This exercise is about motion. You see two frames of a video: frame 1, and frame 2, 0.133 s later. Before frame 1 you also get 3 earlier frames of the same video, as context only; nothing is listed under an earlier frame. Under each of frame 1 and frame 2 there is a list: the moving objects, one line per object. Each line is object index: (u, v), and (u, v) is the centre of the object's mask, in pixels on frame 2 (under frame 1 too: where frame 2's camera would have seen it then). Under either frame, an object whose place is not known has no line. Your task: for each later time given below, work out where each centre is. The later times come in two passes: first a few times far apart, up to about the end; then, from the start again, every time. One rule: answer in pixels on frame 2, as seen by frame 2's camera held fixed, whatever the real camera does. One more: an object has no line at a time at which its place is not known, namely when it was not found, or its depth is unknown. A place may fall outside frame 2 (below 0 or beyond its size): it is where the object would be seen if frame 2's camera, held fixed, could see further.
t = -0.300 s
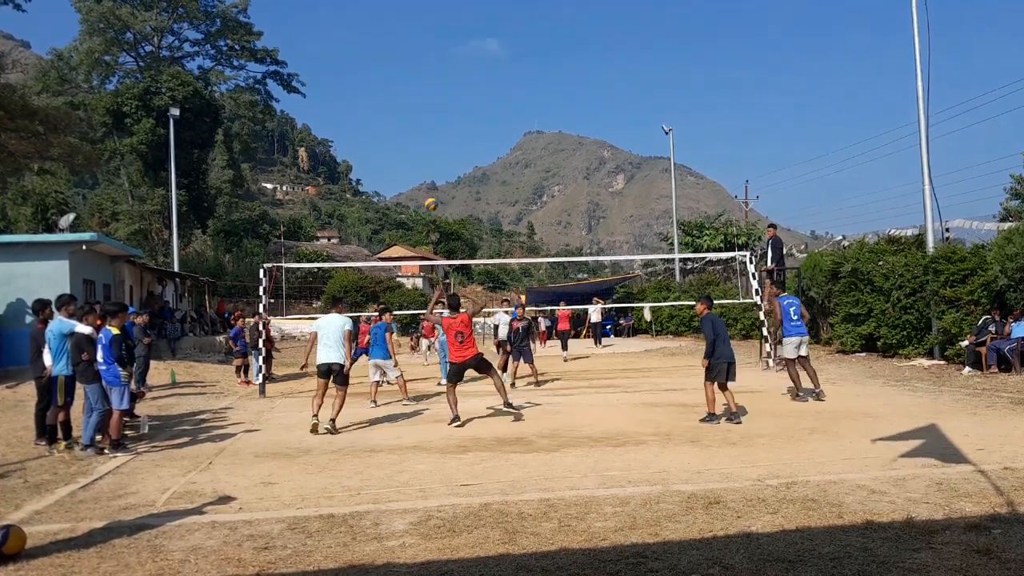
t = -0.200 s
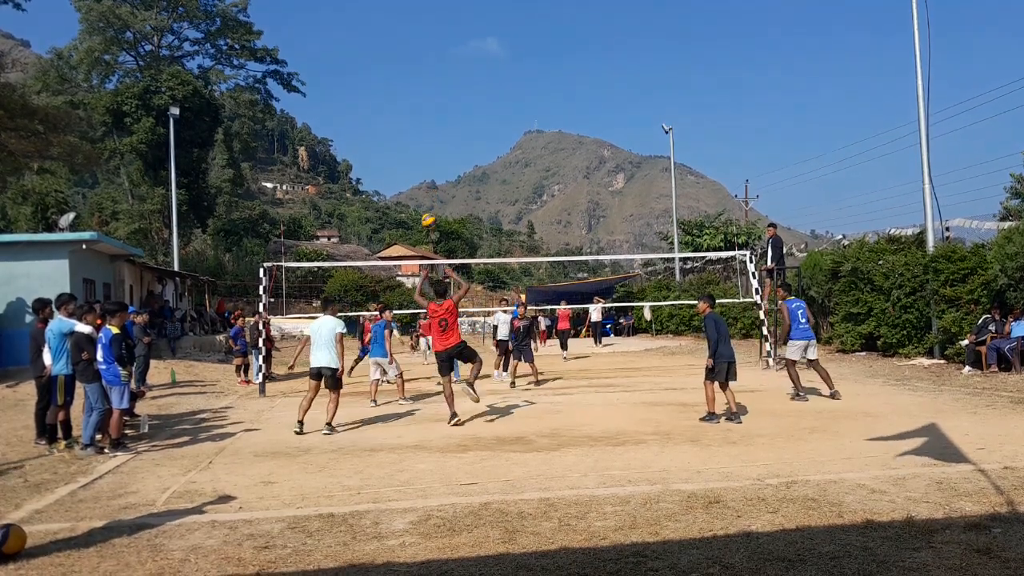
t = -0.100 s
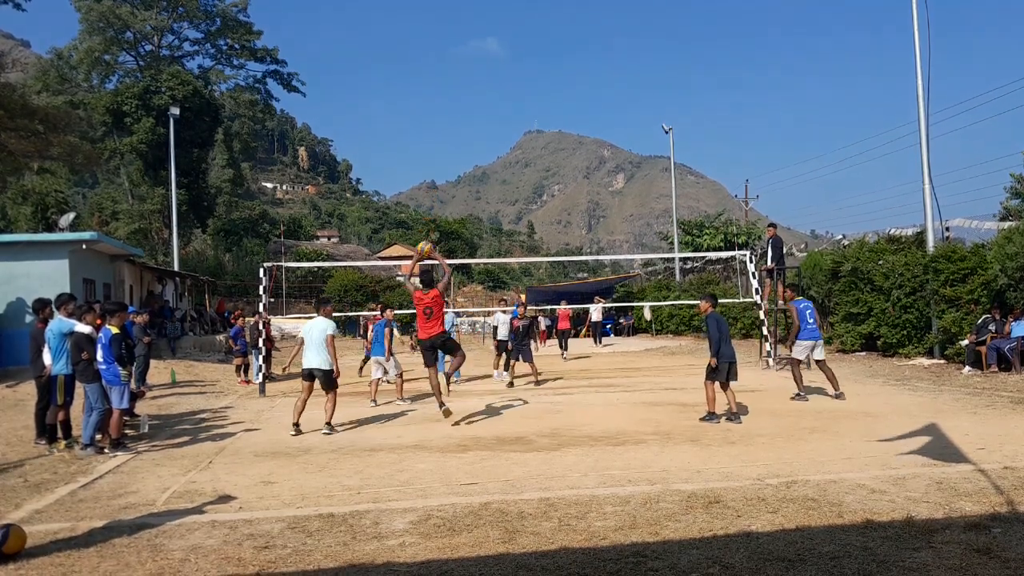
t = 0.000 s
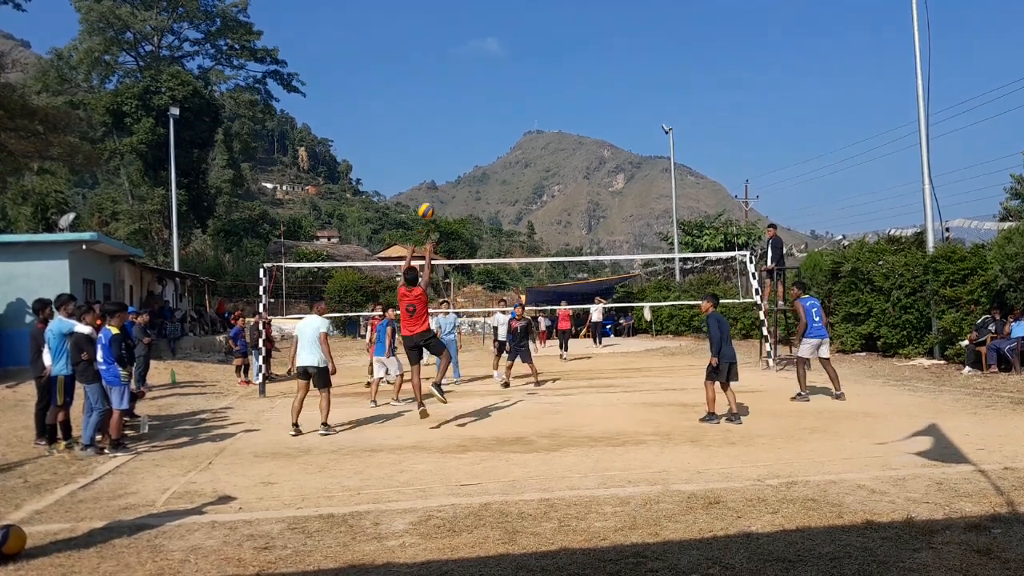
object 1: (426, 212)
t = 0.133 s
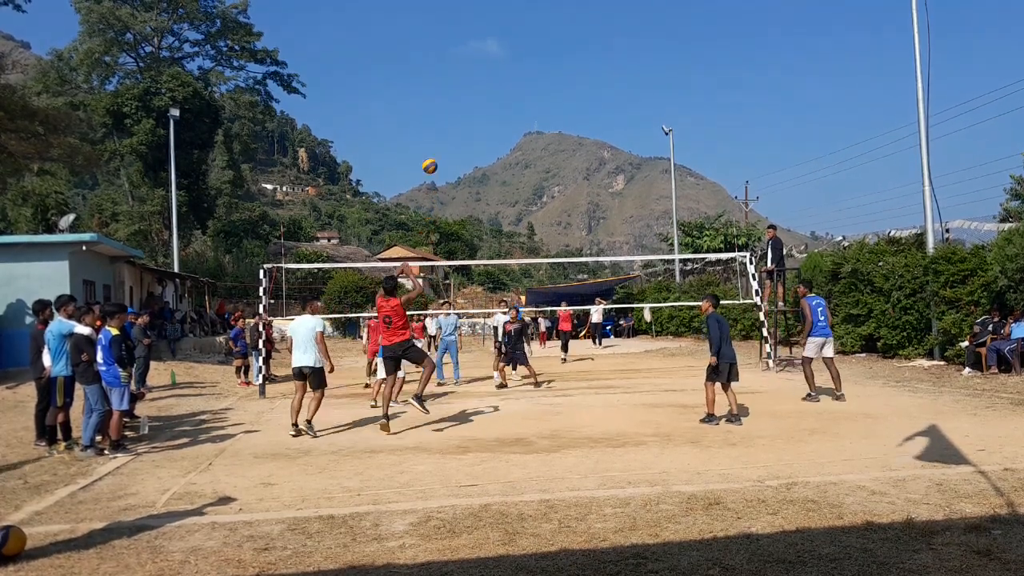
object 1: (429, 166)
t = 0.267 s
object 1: (433, 137)
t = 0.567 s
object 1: (443, 124)
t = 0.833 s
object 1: (452, 160)
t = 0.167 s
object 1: (430, 157)
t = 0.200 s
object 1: (431, 149)
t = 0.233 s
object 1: (432, 143)
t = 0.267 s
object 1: (433, 137)
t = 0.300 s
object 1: (434, 133)
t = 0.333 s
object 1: (435, 129)
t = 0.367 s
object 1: (436, 126)
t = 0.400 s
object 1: (437, 123)
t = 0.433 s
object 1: (439, 122)
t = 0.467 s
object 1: (440, 122)
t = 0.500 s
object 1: (441, 121)
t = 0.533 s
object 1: (442, 122)
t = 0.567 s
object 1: (443, 124)
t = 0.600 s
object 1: (444, 127)
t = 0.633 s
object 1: (445, 129)
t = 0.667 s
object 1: (446, 133)
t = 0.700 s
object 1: (447, 137)
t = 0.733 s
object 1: (449, 142)
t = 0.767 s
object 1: (450, 147)
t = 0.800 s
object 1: (451, 153)
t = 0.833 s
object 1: (452, 160)
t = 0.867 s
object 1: (453, 167)
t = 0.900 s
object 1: (454, 174)
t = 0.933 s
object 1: (455, 182)
